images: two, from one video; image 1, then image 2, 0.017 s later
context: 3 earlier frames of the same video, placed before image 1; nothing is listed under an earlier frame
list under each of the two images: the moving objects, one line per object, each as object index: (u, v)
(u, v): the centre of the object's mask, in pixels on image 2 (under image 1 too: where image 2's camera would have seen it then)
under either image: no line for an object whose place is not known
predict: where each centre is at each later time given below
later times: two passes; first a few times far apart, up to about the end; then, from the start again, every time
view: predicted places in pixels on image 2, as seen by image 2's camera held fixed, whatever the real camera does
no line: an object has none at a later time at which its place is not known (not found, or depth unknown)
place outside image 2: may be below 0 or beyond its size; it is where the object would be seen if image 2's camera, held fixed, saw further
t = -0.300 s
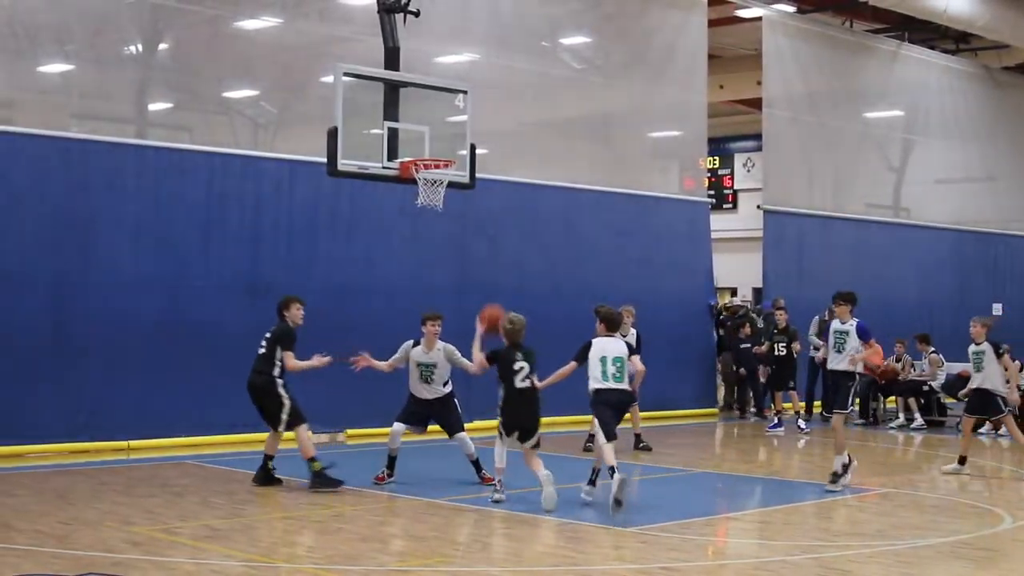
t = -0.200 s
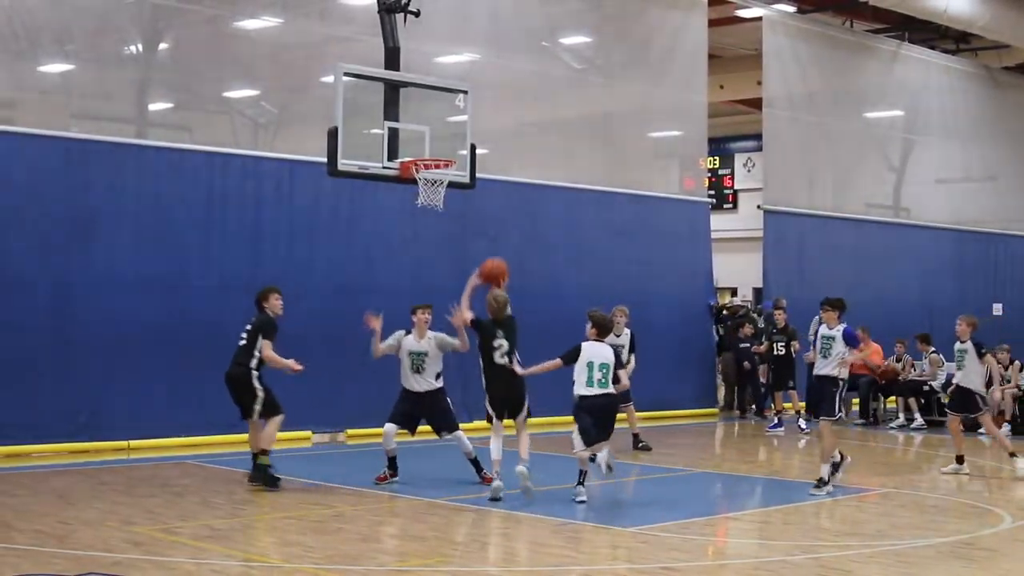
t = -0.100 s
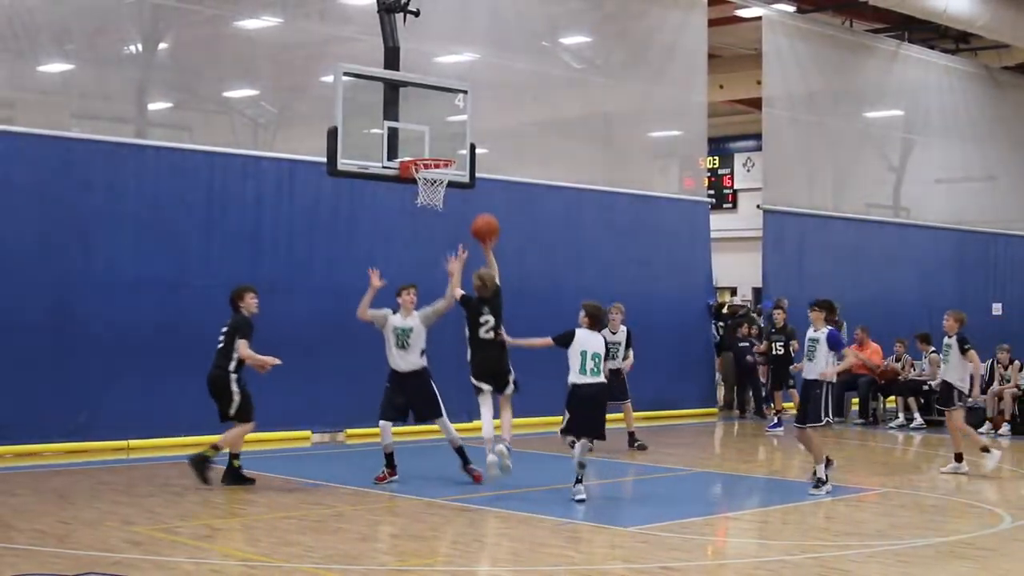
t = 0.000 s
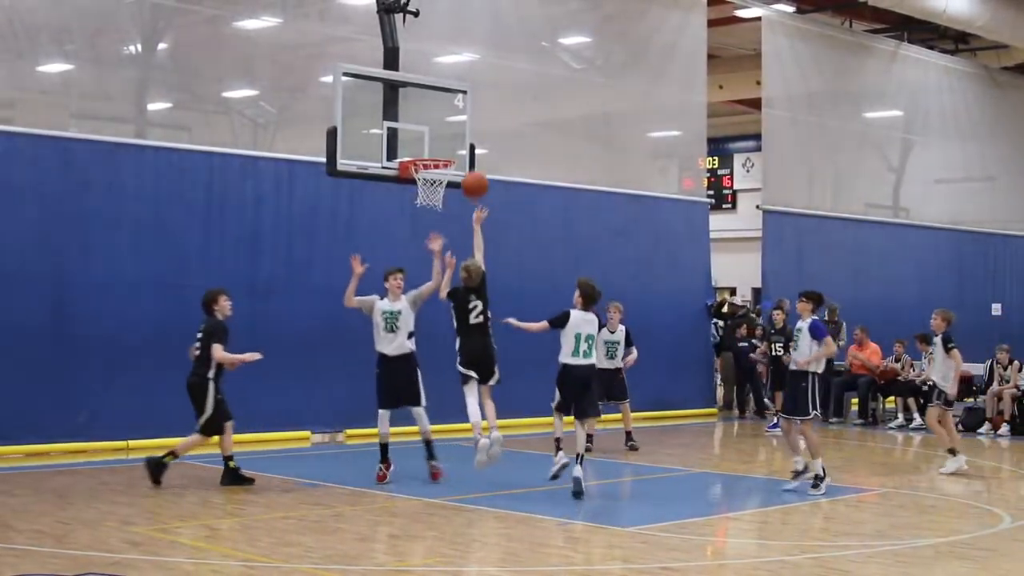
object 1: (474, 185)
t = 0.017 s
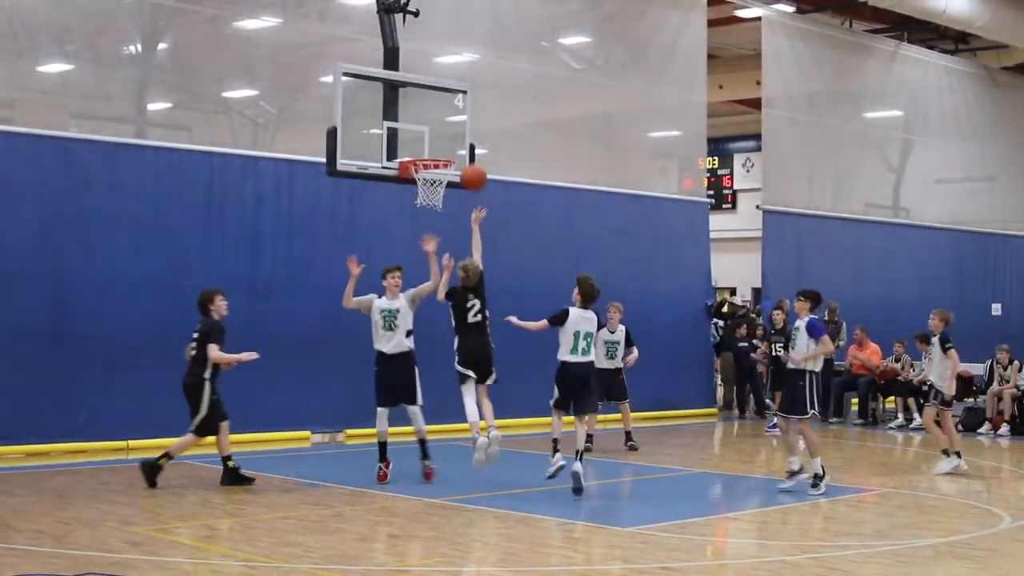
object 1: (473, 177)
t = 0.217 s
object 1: (455, 128)
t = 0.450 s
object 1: (435, 125)
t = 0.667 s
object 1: (421, 169)
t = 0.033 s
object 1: (472, 171)
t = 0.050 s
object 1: (470, 166)
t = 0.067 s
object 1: (469, 160)
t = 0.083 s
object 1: (467, 155)
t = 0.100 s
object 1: (465, 151)
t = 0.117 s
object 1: (463, 147)
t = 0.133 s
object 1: (462, 143)
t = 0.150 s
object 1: (461, 139)
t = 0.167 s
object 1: (459, 136)
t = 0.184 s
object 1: (458, 133)
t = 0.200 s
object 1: (457, 131)
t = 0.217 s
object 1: (455, 128)
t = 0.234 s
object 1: (453, 126)
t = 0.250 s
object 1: (452, 124)
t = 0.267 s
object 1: (451, 122)
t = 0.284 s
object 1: (449, 121)
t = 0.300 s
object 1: (447, 121)
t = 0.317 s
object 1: (446, 120)
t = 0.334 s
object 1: (444, 120)
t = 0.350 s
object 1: (443, 120)
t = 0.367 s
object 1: (442, 120)
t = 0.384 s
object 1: (440, 120)
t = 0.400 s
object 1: (439, 121)
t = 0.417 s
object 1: (438, 122)
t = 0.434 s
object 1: (437, 124)
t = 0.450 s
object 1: (435, 125)
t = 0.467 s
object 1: (434, 127)
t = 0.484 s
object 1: (433, 129)
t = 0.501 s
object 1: (431, 132)
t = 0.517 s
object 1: (430, 135)
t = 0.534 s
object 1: (429, 138)
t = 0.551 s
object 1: (427, 141)
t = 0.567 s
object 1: (426, 143)
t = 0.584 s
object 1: (425, 147)
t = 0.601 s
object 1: (424, 149)
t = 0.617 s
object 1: (422, 152)
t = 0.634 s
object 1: (422, 155)
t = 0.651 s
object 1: (426, 160)
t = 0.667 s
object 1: (421, 169)
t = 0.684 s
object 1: (426, 171)
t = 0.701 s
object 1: (430, 172)
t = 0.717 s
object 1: (433, 175)
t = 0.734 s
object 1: (437, 181)
